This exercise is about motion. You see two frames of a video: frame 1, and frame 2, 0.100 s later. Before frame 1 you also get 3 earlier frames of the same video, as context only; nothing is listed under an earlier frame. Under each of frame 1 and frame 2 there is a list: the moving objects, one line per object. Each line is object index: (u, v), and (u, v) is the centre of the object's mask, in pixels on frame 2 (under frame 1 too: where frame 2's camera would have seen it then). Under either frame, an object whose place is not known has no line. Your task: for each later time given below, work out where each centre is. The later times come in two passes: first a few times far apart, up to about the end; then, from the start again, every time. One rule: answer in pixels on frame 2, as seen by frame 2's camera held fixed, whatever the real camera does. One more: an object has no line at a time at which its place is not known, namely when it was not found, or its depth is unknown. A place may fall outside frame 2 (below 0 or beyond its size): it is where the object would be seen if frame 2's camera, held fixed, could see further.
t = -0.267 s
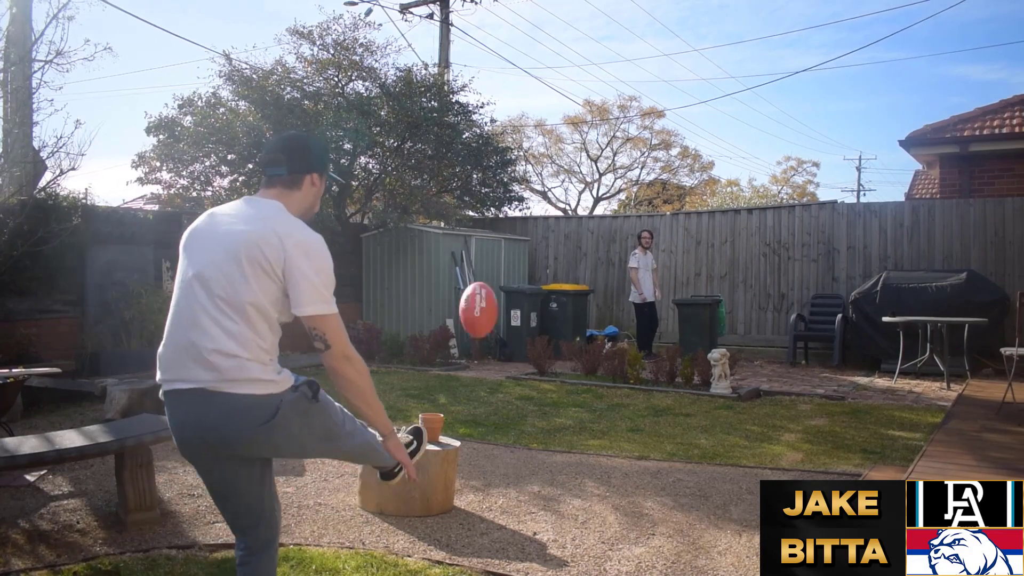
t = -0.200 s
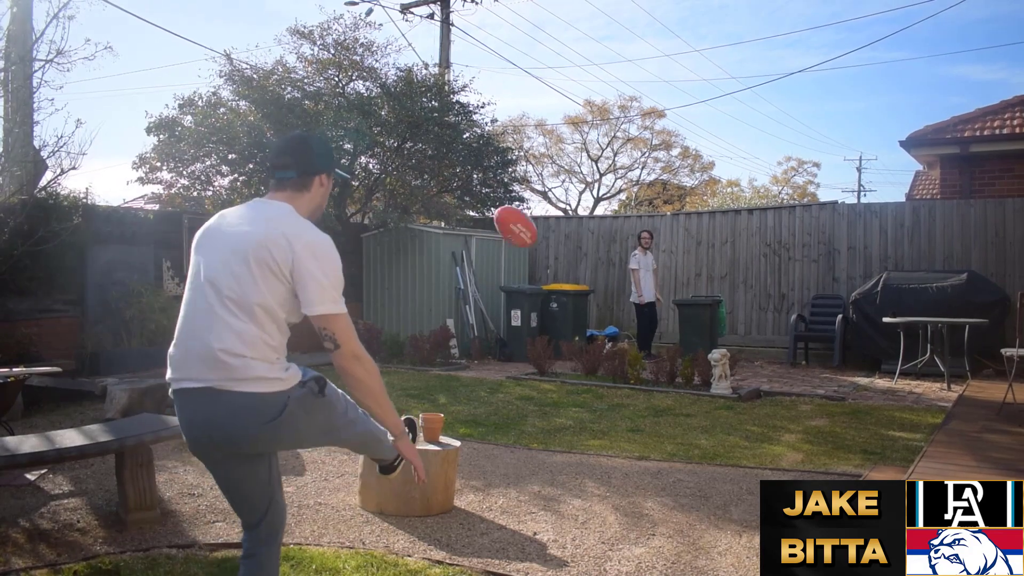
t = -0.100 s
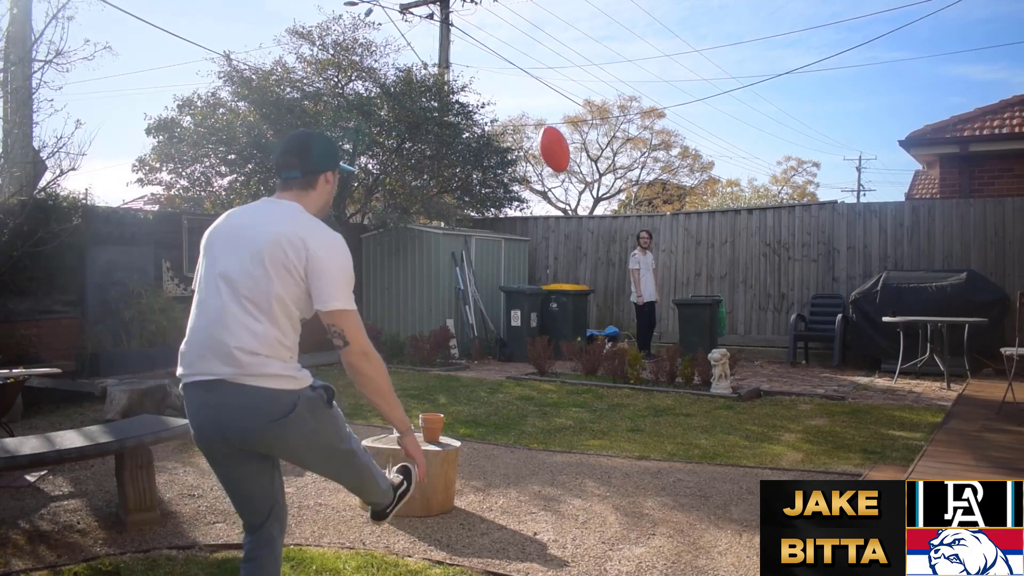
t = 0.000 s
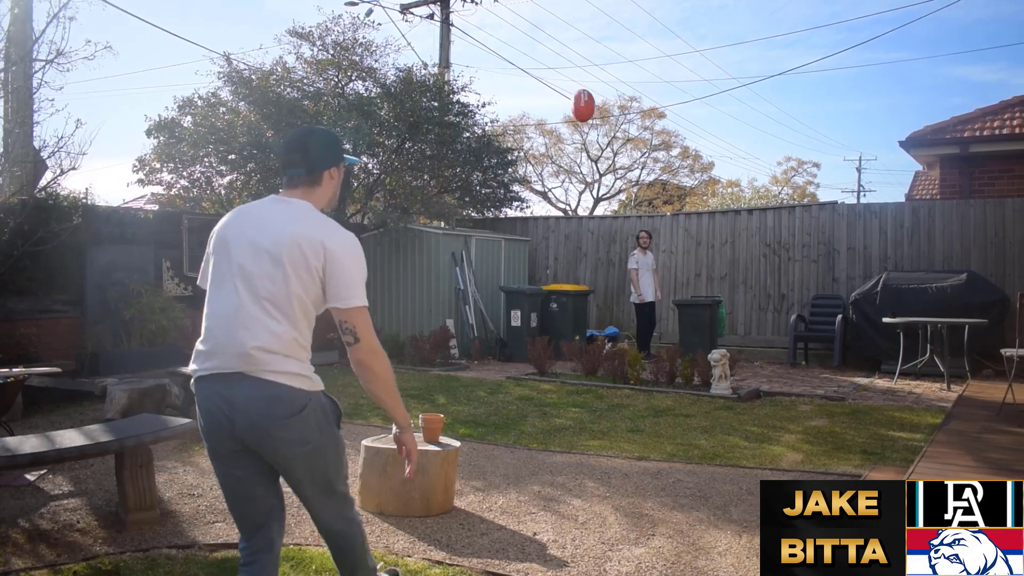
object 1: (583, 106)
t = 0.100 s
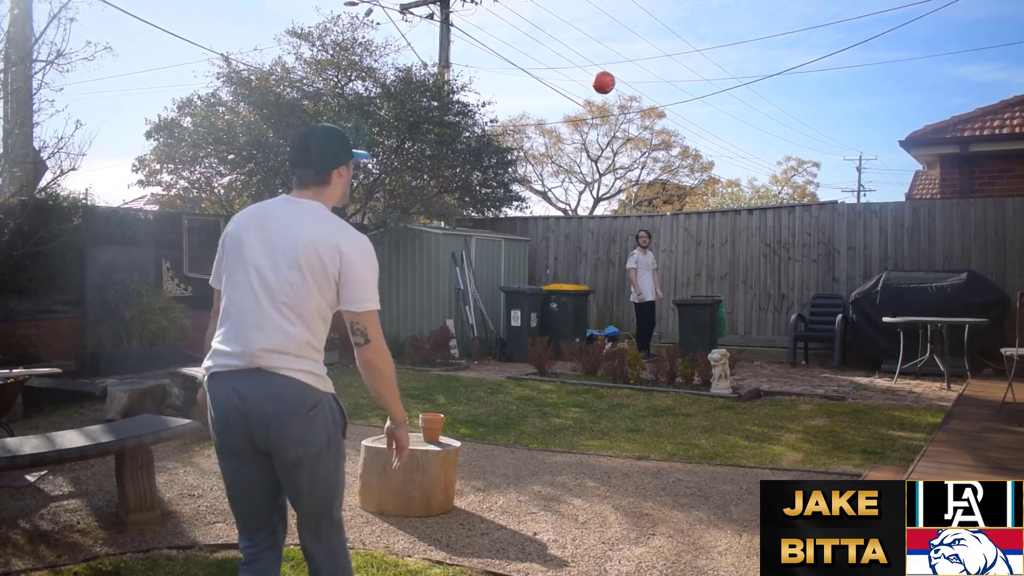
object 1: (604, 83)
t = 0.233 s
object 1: (625, 78)
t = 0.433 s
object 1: (649, 101)
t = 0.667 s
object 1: (669, 158)
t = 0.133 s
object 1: (610, 80)
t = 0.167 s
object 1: (615, 78)
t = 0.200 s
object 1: (620, 77)
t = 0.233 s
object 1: (625, 78)
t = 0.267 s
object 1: (630, 79)
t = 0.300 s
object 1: (634, 82)
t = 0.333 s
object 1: (638, 85)
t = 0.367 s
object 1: (642, 89)
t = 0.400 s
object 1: (646, 95)
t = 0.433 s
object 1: (649, 101)
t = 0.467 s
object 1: (652, 107)
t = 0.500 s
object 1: (655, 115)
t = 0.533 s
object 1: (658, 122)
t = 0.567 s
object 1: (661, 130)
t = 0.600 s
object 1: (664, 139)
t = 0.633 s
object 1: (666, 148)
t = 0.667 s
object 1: (669, 158)
